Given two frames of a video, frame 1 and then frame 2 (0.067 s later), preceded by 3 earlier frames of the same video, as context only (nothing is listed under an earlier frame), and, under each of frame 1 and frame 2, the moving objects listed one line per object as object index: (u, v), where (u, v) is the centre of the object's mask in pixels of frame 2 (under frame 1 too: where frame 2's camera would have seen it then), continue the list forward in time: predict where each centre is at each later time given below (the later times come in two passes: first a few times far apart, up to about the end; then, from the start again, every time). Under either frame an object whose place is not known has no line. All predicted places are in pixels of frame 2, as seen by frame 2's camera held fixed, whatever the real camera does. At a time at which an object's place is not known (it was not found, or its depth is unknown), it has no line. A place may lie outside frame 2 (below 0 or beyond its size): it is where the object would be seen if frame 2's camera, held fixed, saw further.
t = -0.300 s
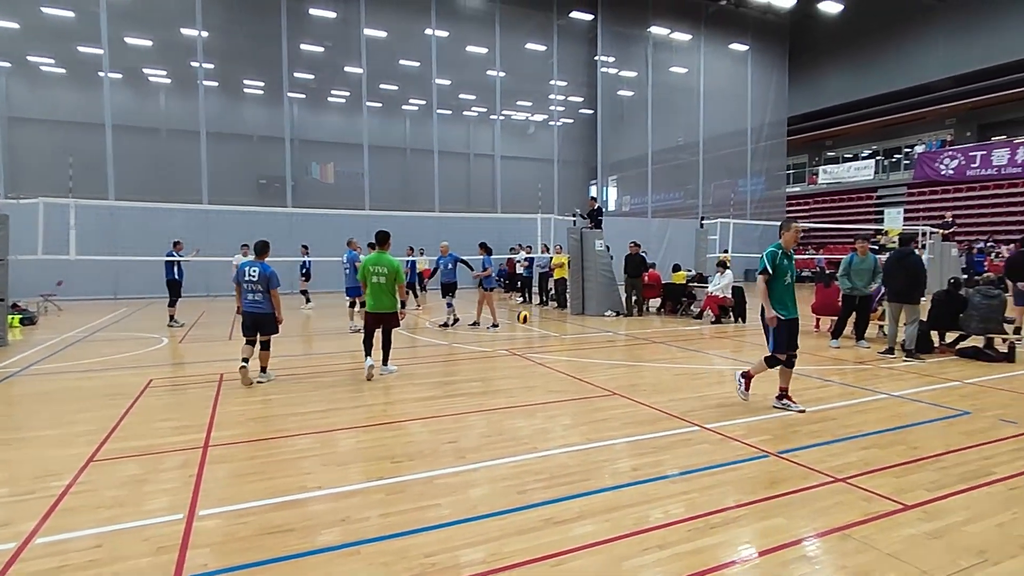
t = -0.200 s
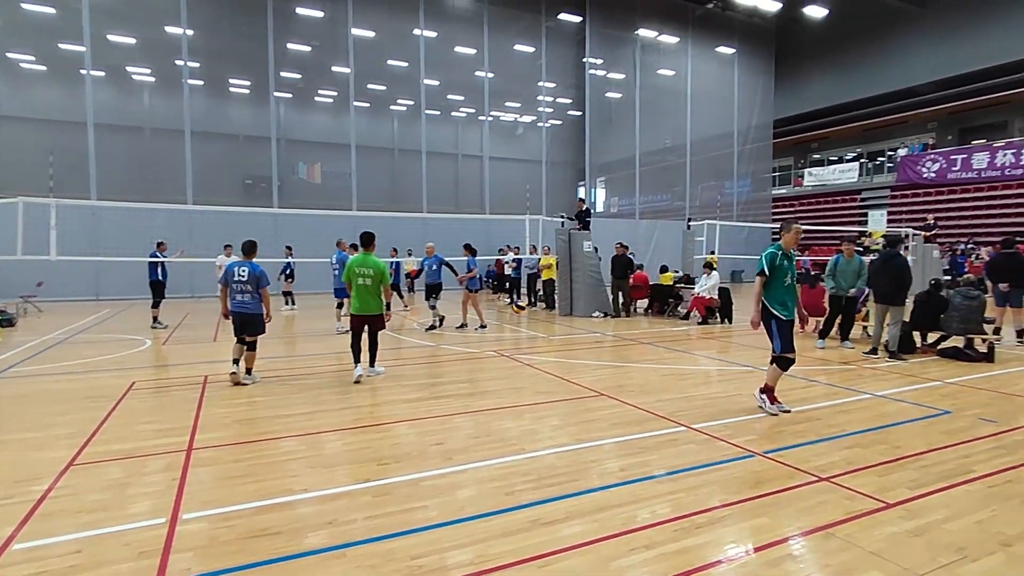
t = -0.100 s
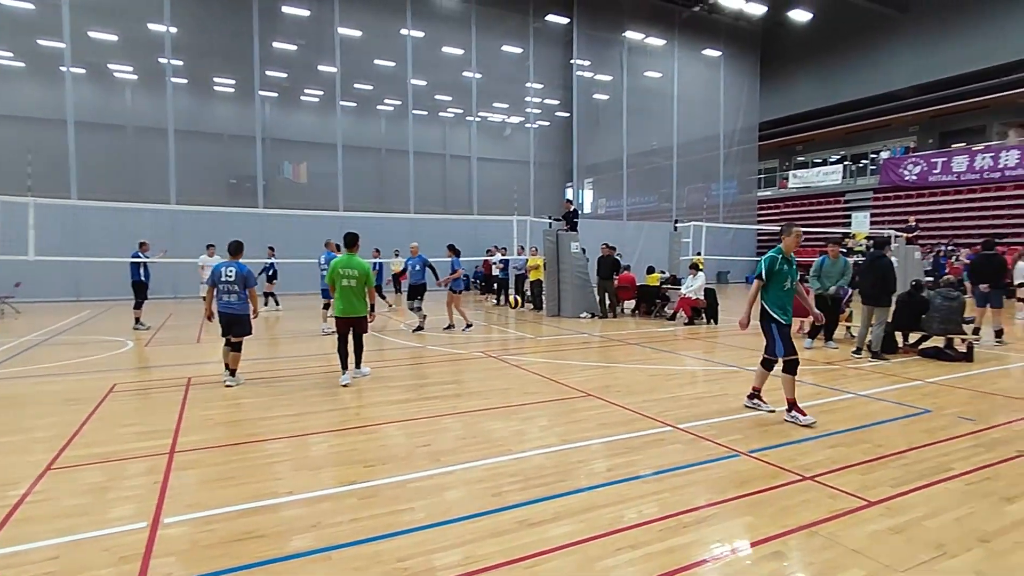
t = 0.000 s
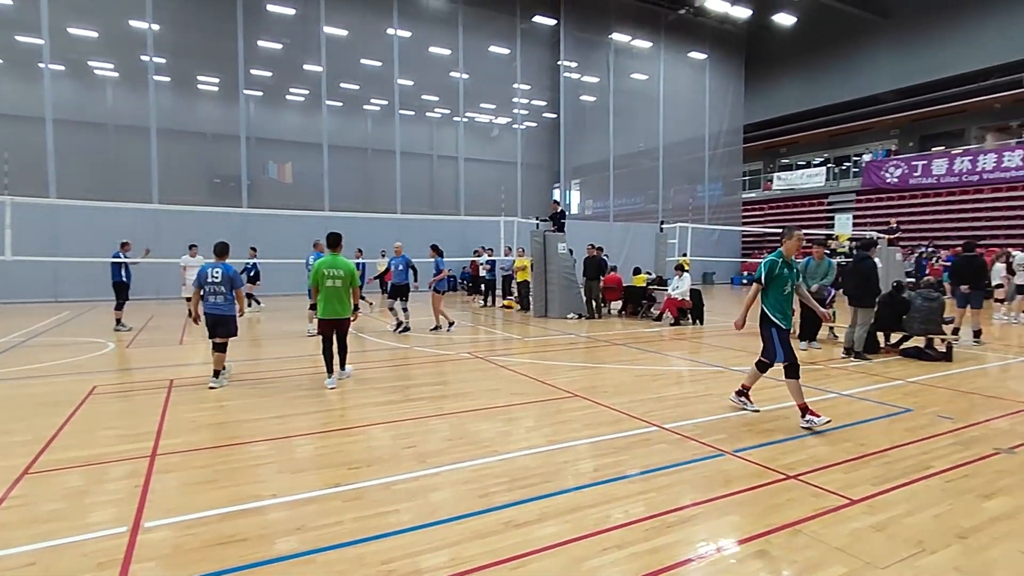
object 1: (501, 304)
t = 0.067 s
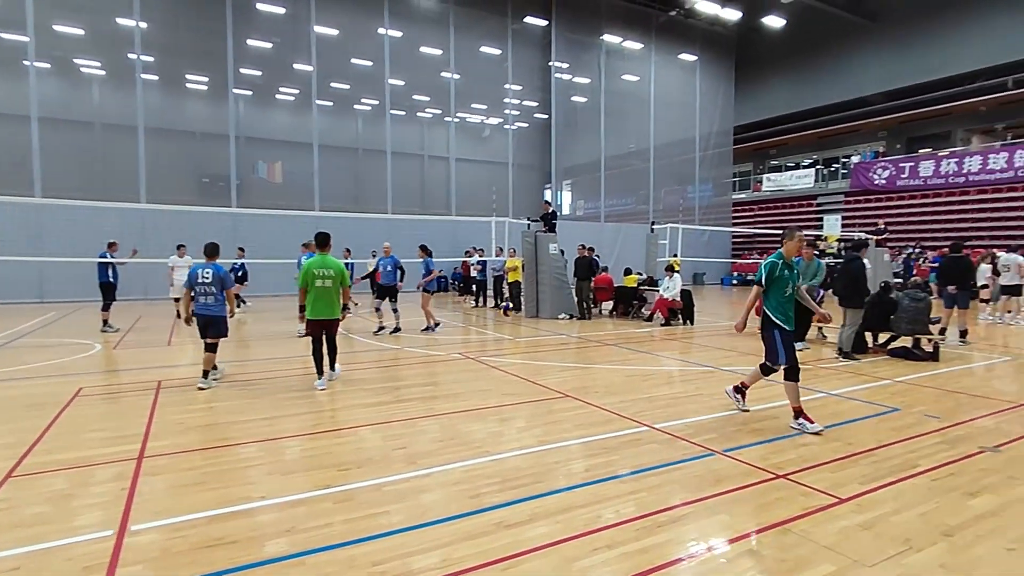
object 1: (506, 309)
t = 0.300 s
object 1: (528, 353)
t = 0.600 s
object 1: (559, 336)
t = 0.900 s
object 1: (598, 367)
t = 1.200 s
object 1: (646, 370)
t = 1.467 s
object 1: (699, 405)
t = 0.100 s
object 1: (509, 312)
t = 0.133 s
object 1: (513, 317)
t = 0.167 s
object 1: (515, 322)
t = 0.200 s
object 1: (518, 329)
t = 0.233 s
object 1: (521, 335)
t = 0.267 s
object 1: (524, 344)
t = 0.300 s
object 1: (528, 353)
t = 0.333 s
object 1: (531, 363)
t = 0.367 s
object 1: (534, 363)
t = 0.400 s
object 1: (538, 356)
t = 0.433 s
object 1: (541, 351)
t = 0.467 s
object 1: (545, 346)
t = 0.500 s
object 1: (548, 343)
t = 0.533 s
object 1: (552, 340)
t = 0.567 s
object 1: (556, 337)
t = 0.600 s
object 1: (559, 336)
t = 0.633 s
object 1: (563, 335)
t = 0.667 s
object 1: (567, 336)
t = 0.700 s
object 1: (571, 337)
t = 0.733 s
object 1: (576, 339)
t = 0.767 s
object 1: (580, 343)
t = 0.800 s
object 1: (584, 348)
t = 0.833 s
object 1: (588, 353)
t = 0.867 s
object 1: (593, 359)
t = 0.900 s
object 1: (598, 367)
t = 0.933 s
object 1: (604, 377)
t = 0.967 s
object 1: (608, 386)
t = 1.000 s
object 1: (614, 392)
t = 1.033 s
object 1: (619, 386)
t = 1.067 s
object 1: (623, 381)
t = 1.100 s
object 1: (628, 377)
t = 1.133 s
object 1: (635, 373)
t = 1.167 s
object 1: (640, 371)
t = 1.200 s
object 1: (646, 370)
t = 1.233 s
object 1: (652, 370)
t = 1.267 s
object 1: (658, 371)
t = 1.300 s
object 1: (666, 373)
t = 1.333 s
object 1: (671, 377)
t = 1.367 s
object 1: (677, 382)
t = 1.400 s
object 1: (685, 388)
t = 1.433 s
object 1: (692, 395)
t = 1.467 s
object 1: (699, 405)
